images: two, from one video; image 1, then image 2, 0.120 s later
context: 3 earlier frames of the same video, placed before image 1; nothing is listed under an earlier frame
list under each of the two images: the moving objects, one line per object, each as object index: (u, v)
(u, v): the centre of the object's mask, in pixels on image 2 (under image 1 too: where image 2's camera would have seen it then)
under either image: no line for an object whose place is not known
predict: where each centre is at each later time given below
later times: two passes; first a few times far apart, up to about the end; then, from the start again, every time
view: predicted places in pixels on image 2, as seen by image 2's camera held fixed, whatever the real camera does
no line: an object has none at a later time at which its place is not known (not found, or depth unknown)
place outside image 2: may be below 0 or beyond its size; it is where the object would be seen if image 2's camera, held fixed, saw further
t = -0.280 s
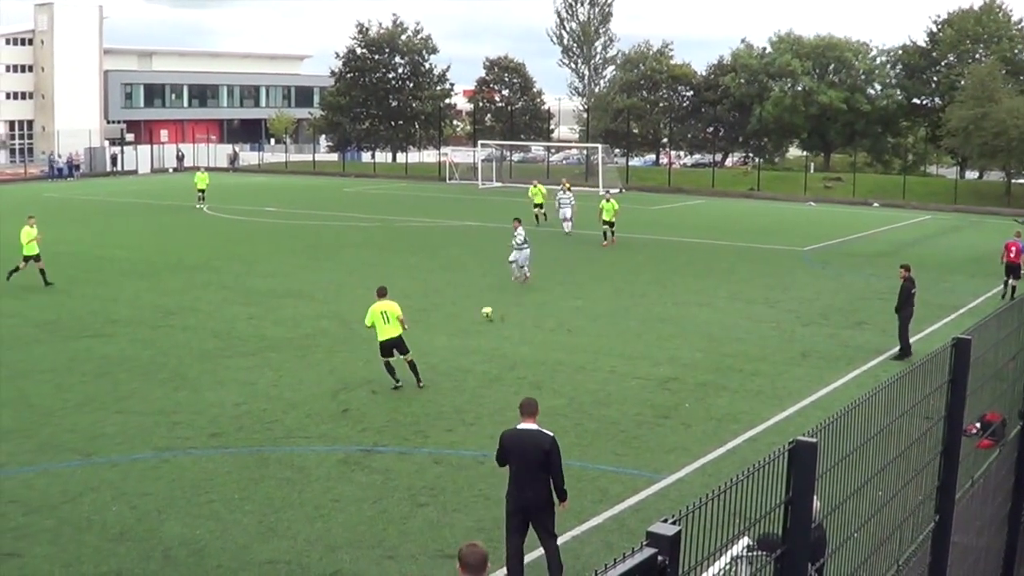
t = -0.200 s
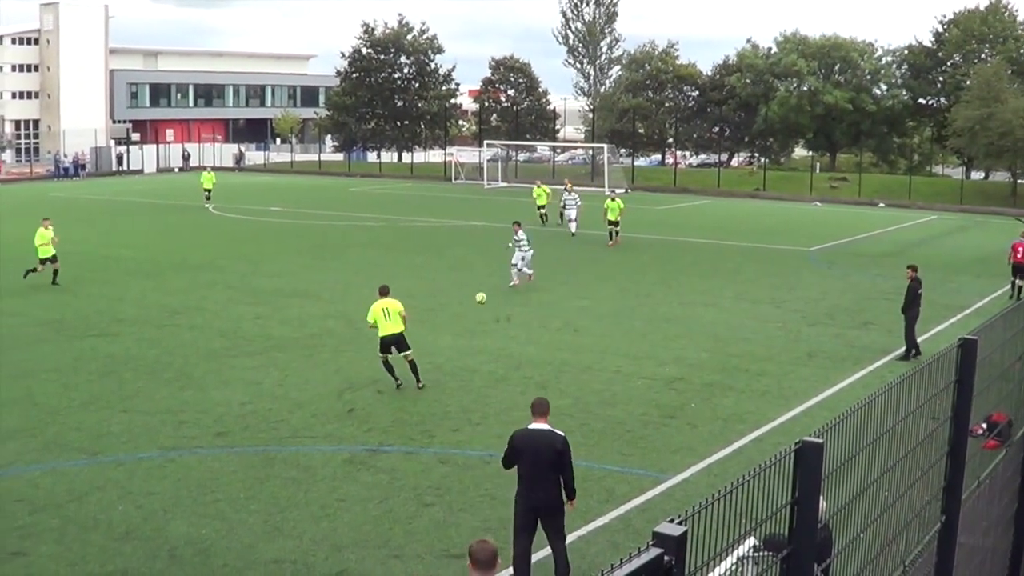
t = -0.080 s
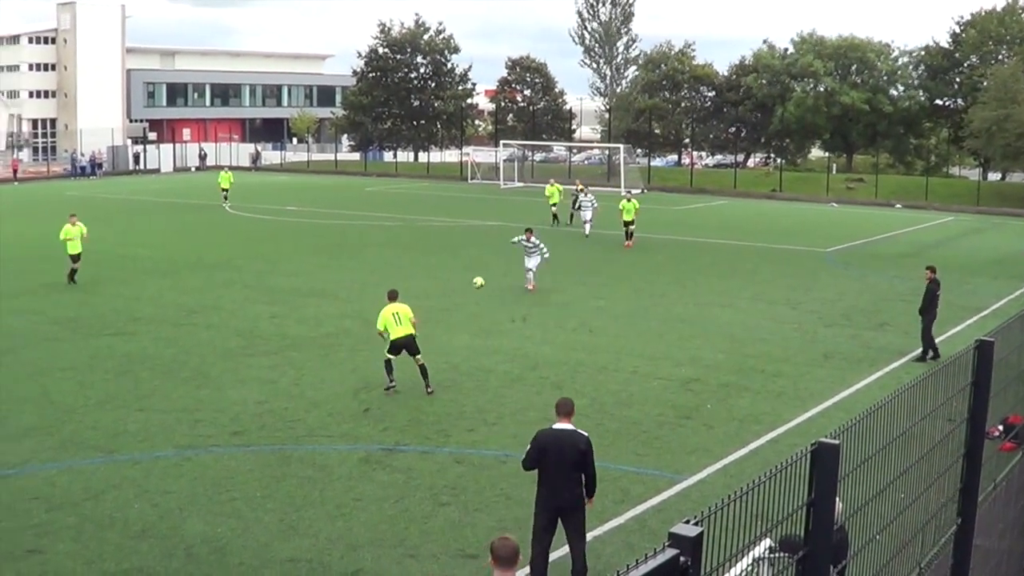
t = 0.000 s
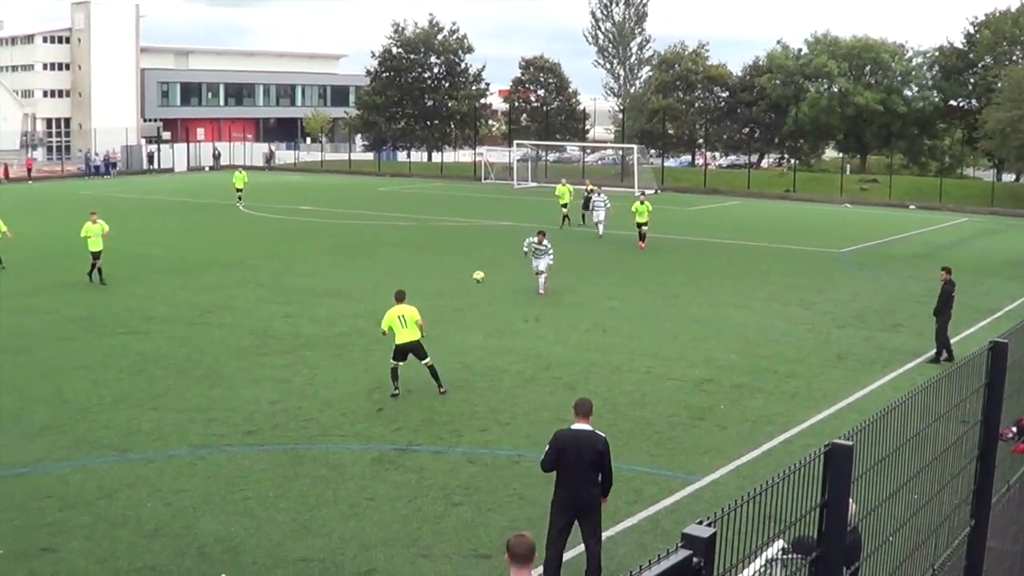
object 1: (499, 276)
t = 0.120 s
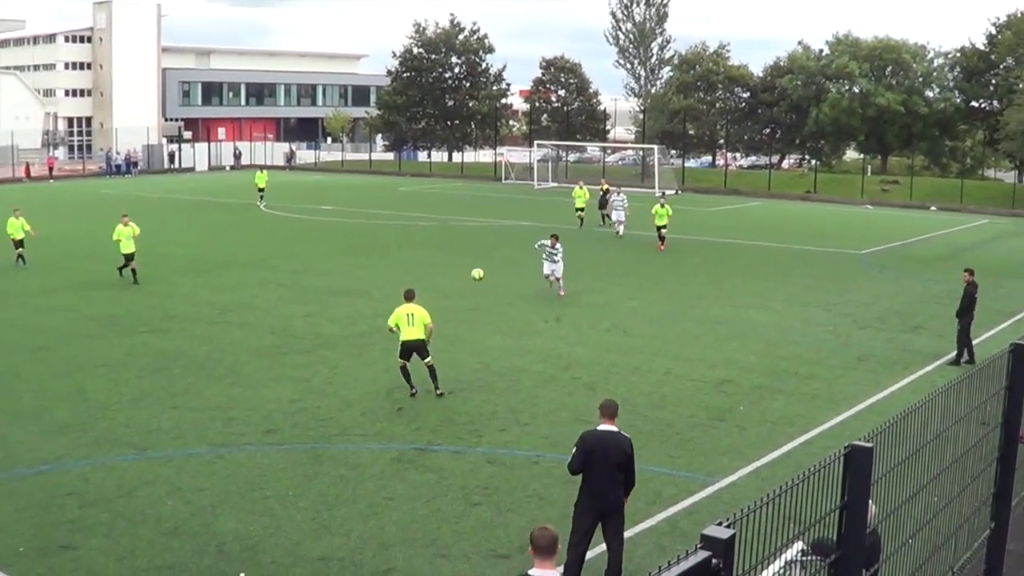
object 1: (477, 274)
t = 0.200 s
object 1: (463, 276)
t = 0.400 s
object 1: (422, 301)
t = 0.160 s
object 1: (470, 275)
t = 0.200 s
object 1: (463, 276)
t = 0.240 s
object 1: (454, 280)
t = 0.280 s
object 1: (447, 283)
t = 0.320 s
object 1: (439, 288)
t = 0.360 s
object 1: (431, 295)
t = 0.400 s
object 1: (422, 301)
